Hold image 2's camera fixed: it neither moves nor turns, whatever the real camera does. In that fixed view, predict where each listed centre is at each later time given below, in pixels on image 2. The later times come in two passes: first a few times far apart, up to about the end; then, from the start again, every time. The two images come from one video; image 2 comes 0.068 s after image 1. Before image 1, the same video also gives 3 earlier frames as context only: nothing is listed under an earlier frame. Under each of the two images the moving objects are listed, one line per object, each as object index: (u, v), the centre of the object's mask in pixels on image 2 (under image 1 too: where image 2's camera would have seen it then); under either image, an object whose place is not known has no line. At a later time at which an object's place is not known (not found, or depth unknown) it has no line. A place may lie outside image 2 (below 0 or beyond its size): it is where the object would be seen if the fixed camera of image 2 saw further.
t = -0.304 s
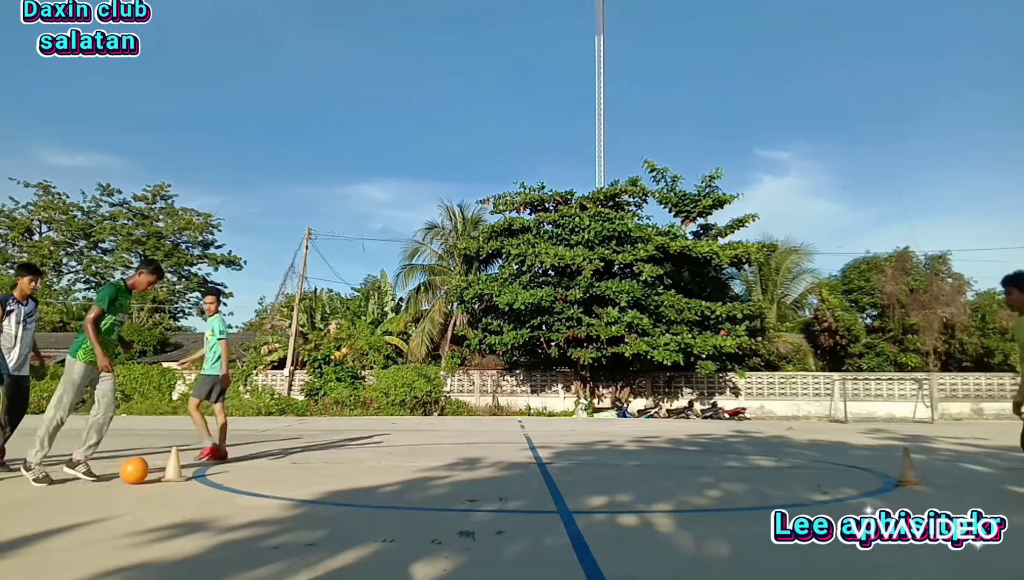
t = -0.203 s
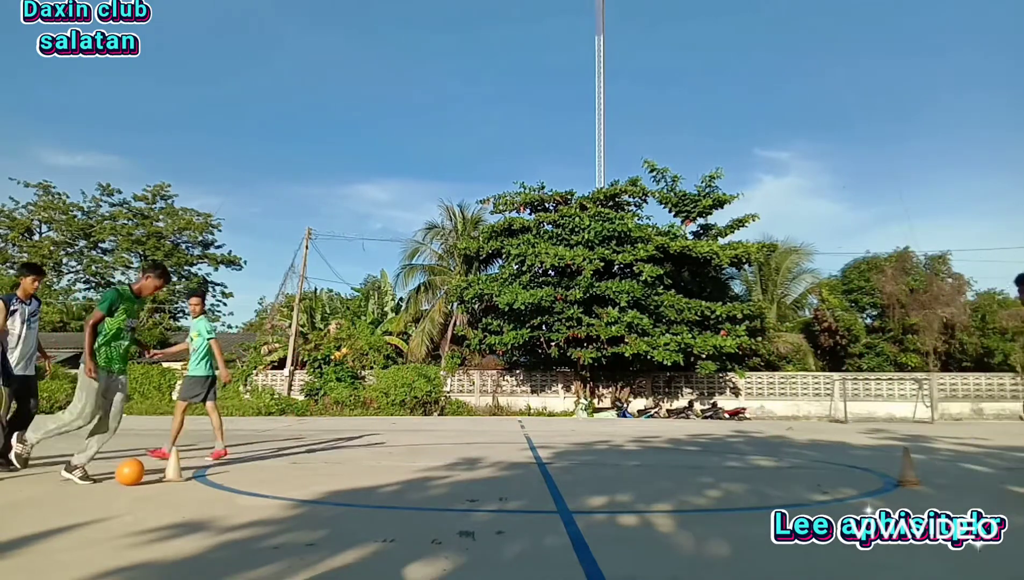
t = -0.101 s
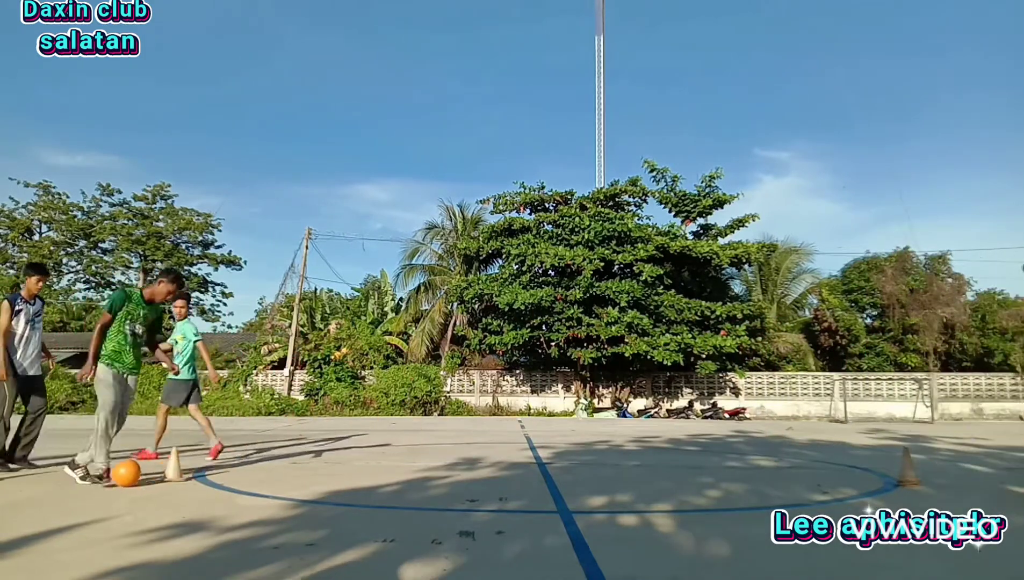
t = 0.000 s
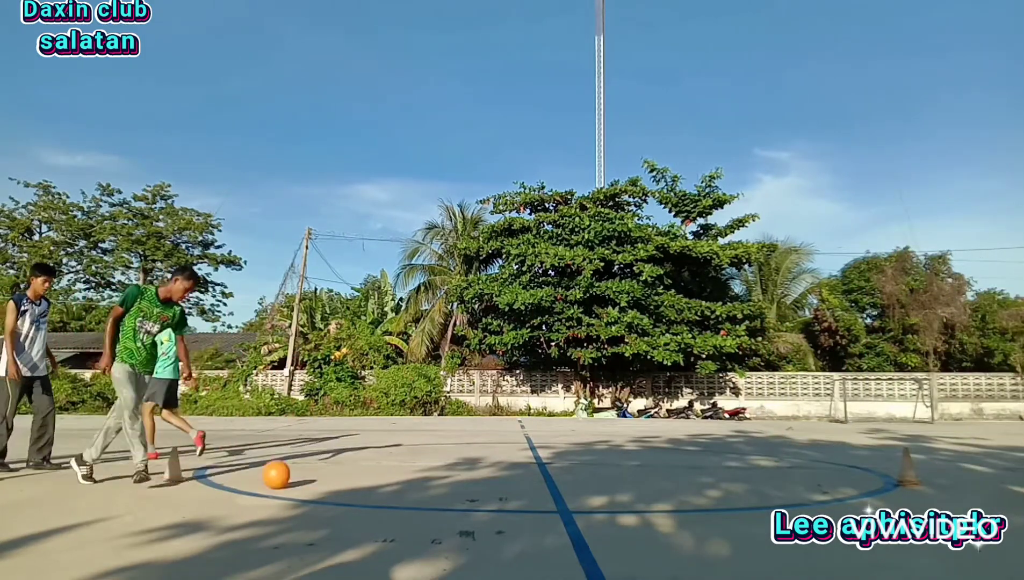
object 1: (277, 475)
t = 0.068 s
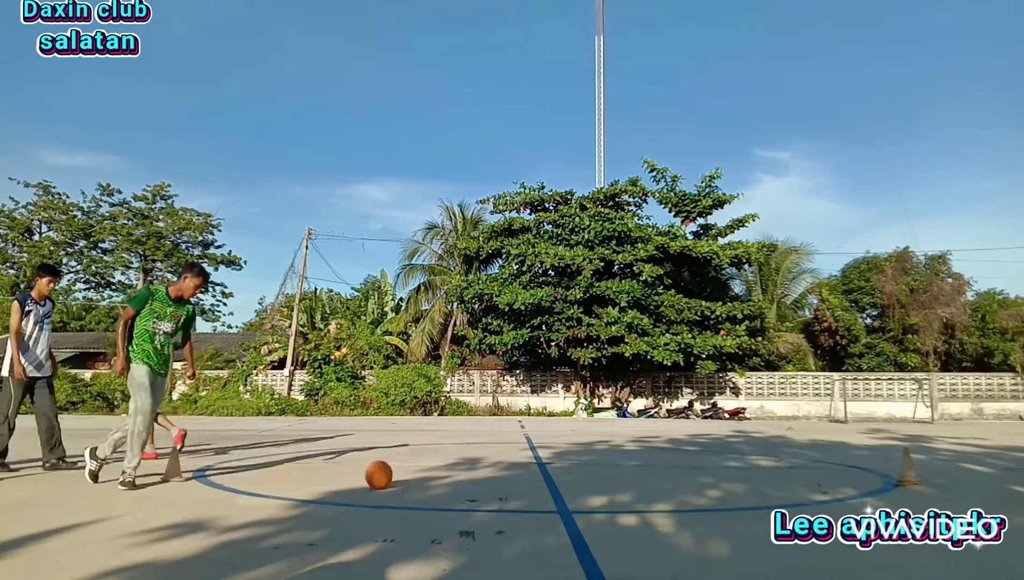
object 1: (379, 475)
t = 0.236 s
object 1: (618, 478)
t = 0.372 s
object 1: (794, 480)
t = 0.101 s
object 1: (428, 475)
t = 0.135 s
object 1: (477, 475)
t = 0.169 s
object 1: (525, 475)
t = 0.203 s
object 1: (572, 477)
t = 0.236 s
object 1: (618, 478)
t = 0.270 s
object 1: (663, 479)
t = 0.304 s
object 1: (707, 479)
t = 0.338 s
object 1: (751, 480)
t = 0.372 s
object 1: (794, 480)
